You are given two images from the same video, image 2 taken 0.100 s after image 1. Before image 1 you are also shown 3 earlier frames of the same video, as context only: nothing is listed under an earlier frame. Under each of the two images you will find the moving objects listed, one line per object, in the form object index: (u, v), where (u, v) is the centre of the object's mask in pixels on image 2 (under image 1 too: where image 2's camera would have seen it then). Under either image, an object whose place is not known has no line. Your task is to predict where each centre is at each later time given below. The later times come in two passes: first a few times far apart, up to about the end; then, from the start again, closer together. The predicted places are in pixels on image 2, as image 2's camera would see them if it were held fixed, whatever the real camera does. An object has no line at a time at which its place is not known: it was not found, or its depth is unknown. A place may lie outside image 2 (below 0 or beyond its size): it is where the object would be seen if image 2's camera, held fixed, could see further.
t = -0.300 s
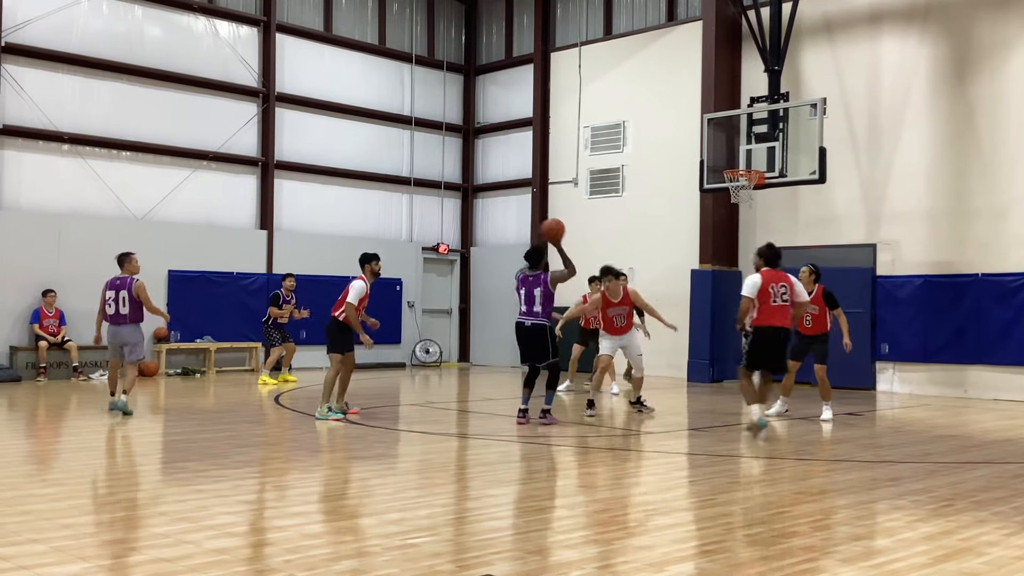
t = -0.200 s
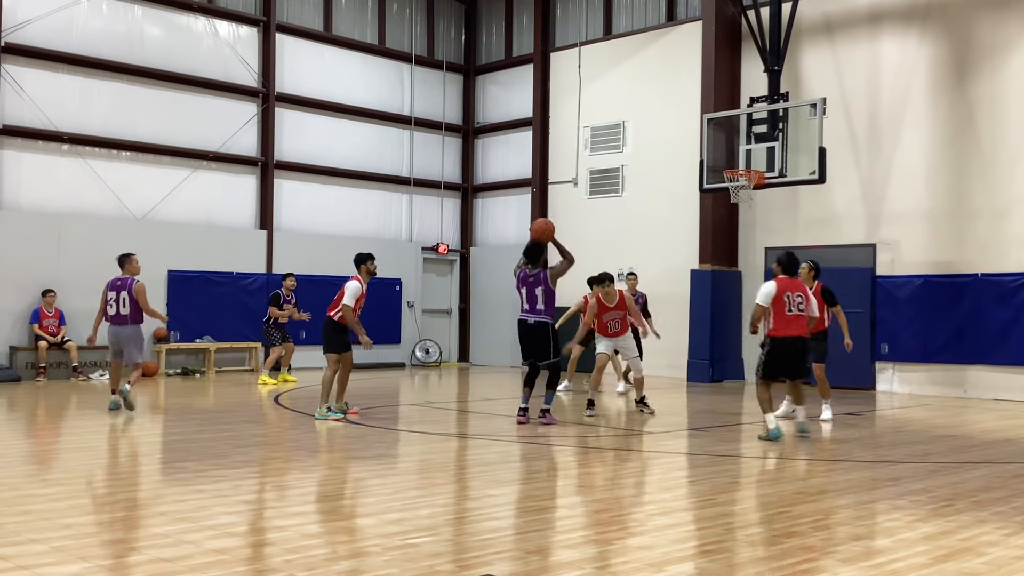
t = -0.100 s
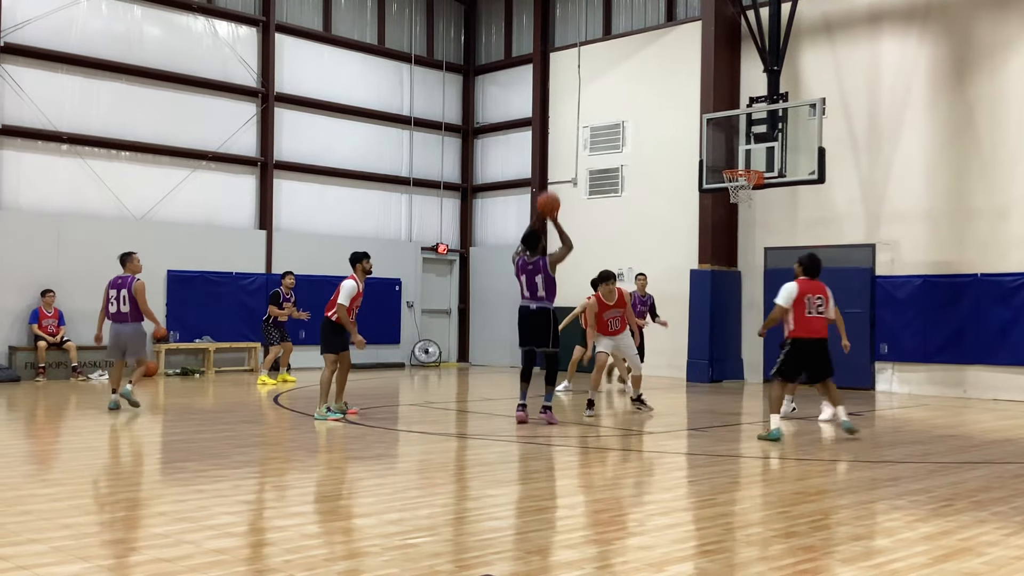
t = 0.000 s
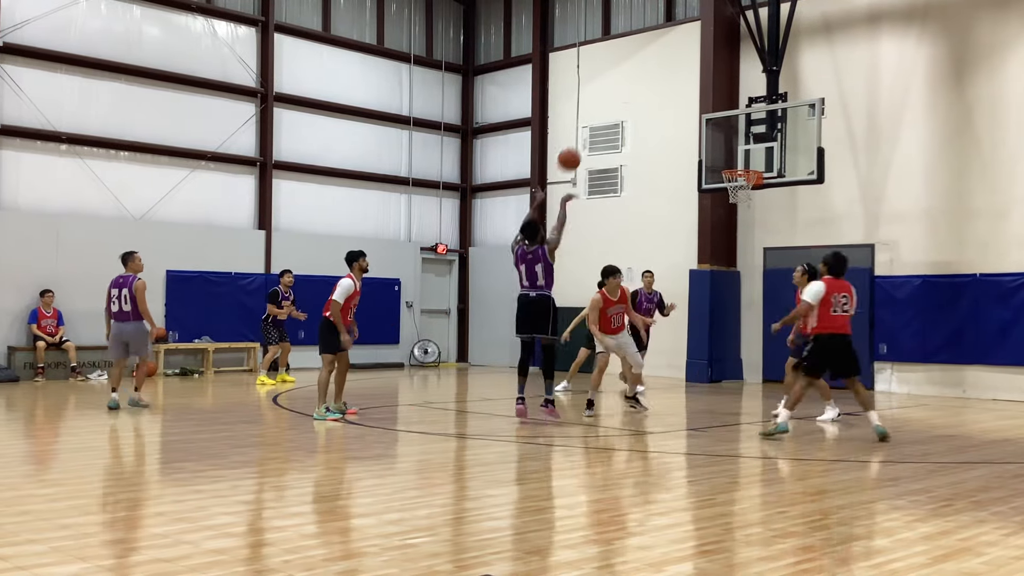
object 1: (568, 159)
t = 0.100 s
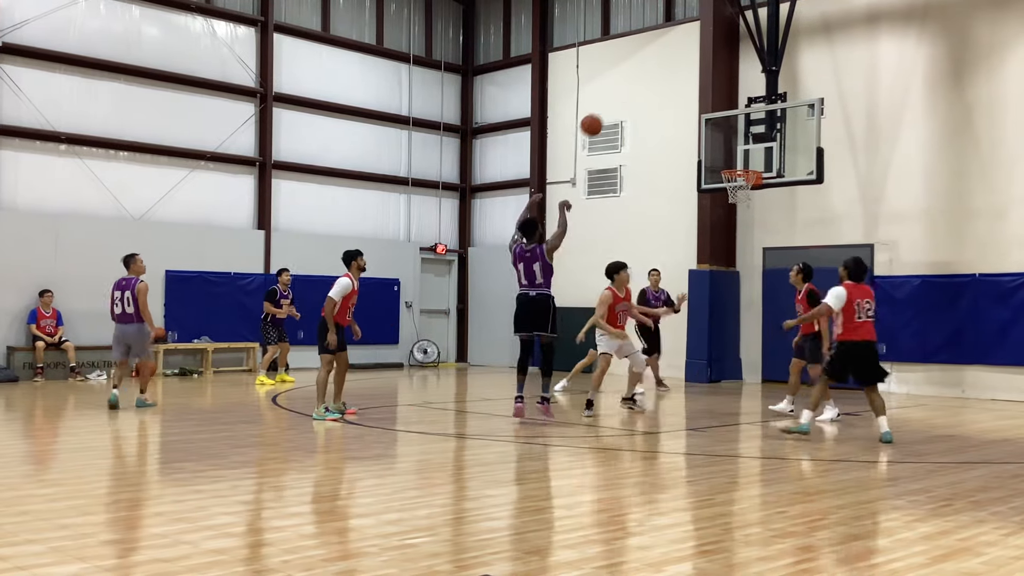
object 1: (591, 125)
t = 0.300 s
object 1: (633, 88)
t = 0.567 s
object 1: (678, 95)
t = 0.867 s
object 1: (720, 163)
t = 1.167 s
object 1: (642, 162)
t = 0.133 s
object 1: (599, 116)
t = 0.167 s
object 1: (606, 108)
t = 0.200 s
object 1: (613, 101)
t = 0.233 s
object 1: (620, 96)
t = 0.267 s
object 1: (626, 92)
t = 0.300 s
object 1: (633, 88)
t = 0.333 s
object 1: (639, 86)
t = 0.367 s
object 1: (645, 84)
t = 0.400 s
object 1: (651, 84)
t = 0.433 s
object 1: (656, 84)
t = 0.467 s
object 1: (662, 86)
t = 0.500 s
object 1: (668, 88)
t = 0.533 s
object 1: (673, 91)
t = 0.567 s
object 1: (678, 95)
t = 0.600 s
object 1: (683, 100)
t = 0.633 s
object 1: (688, 105)
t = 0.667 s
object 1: (693, 112)
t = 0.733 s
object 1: (703, 127)
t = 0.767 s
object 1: (708, 135)
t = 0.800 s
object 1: (712, 144)
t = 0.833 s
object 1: (717, 153)
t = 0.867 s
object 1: (720, 163)
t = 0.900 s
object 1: (719, 164)
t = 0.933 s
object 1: (709, 163)
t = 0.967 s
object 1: (698, 159)
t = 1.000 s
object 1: (689, 158)
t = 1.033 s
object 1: (680, 157)
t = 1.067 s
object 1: (670, 157)
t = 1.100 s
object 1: (661, 158)
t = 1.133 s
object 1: (652, 159)
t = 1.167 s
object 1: (642, 162)
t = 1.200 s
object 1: (633, 165)
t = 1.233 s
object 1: (624, 169)
